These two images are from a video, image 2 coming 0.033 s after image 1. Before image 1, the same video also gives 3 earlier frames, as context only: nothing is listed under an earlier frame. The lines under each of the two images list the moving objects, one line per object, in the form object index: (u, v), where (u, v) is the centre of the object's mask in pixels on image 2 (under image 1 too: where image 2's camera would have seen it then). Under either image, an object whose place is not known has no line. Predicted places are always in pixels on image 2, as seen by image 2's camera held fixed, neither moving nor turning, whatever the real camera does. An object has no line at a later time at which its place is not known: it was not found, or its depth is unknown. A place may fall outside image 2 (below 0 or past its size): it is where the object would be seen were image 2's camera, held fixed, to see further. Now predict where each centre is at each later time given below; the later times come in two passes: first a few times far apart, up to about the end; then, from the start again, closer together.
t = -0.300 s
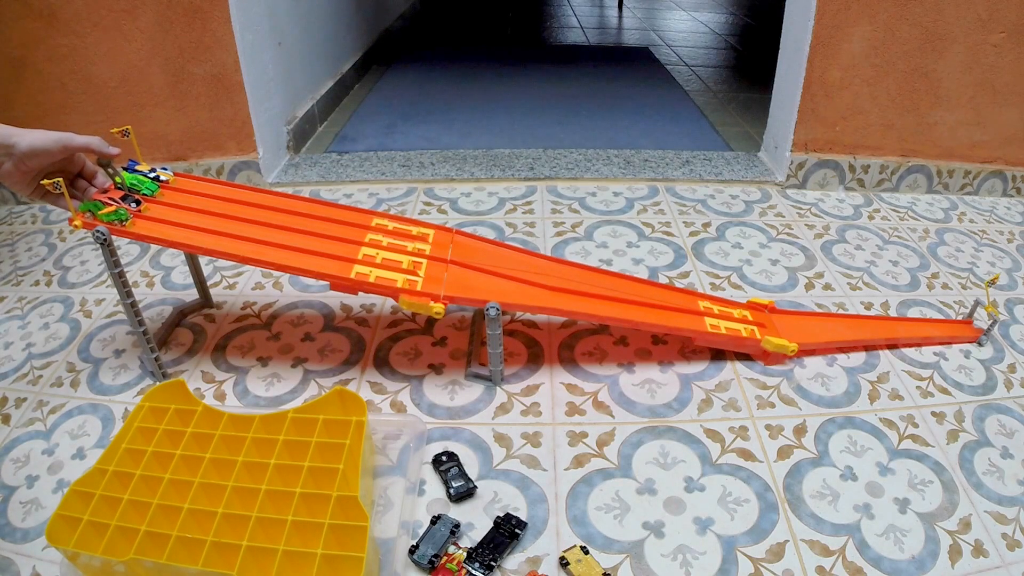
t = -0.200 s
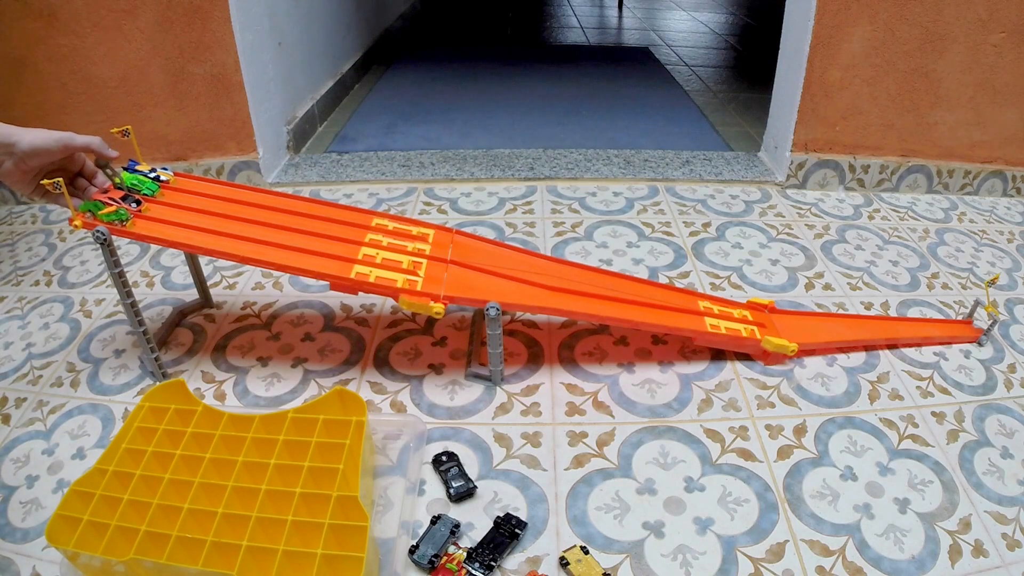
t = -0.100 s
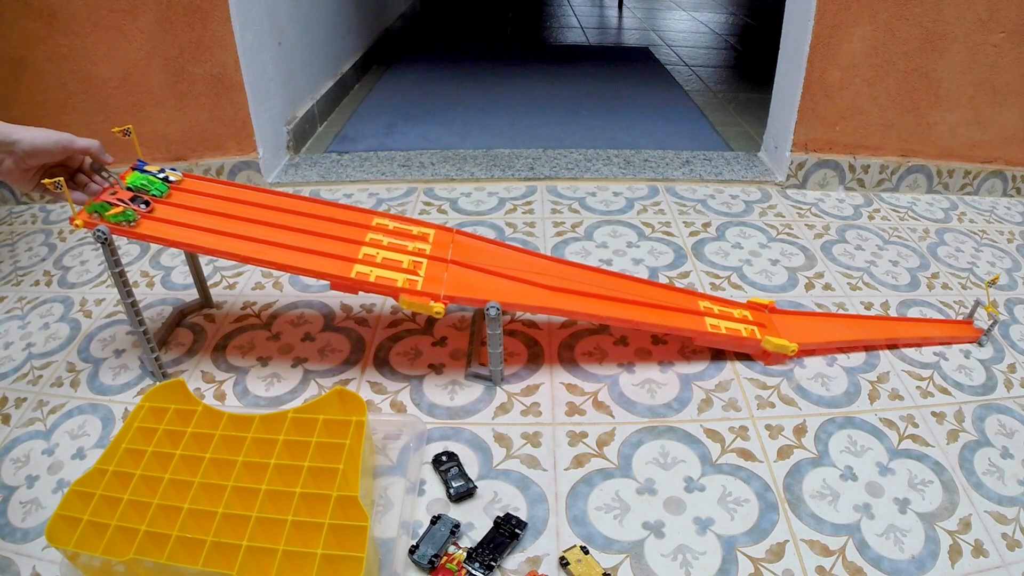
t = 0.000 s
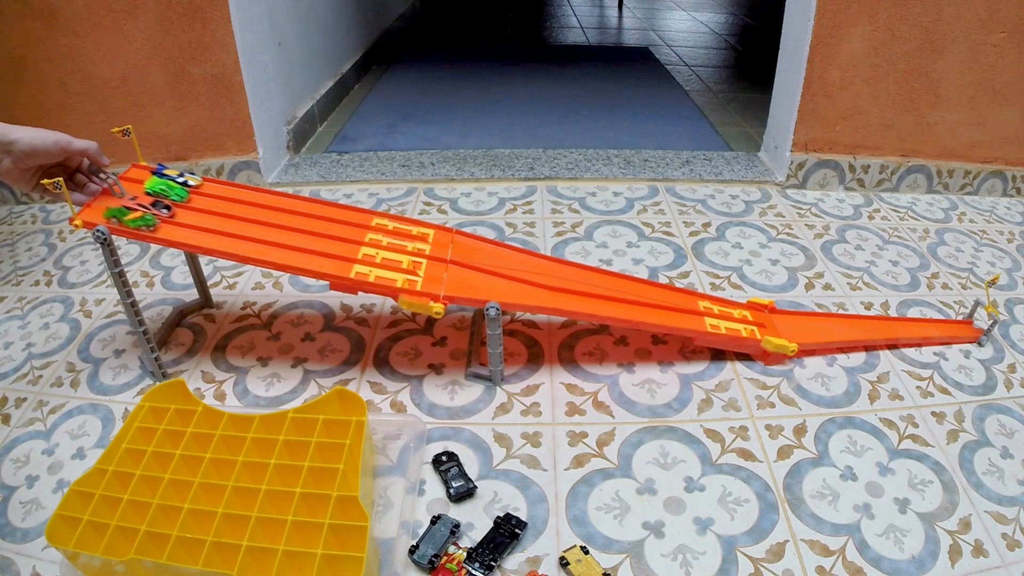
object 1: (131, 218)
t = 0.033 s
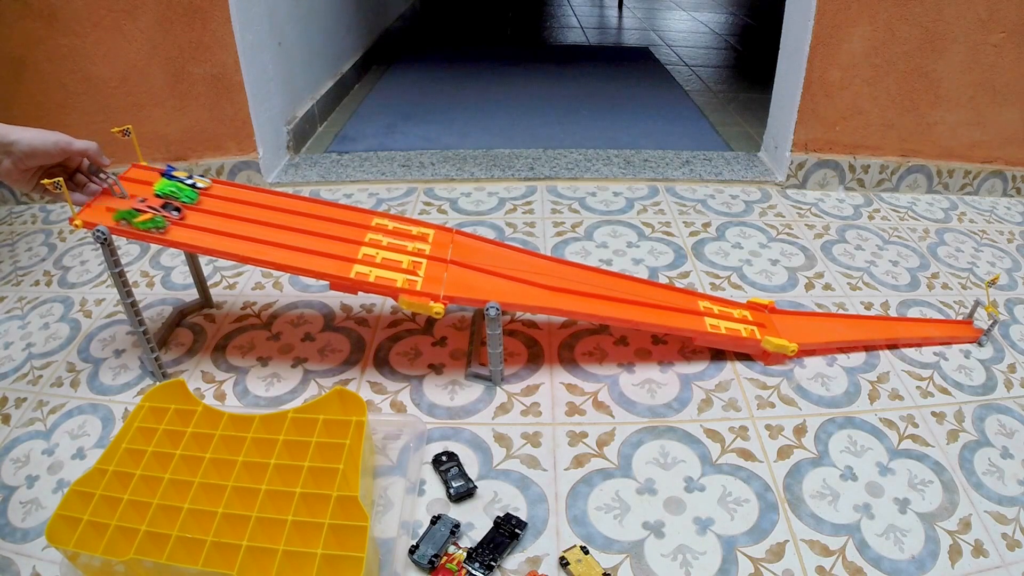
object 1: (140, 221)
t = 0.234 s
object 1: (235, 240)
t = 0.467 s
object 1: (431, 268)
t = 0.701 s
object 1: (648, 453)
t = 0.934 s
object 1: (842, 485)
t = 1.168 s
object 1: (966, 517)
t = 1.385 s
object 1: (1008, 524)
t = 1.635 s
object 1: (1006, 525)
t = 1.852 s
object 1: (1006, 525)
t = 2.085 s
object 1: (1006, 525)
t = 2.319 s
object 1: (1006, 525)
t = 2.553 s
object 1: (1006, 525)
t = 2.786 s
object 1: (1006, 525)
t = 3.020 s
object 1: (1006, 525)
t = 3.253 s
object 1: (1006, 525)
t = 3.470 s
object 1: (1006, 525)
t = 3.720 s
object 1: (1006, 525)
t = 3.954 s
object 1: (1006, 525)
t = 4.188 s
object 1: (1006, 525)
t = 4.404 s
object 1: (1006, 525)
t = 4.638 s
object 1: (1006, 525)
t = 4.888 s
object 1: (1006, 525)
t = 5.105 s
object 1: (1006, 525)
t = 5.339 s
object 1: (1006, 525)
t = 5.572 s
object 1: (1006, 525)
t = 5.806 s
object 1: (1006, 525)
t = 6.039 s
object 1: (1006, 525)
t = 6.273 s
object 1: (1006, 525)
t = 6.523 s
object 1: (1006, 525)
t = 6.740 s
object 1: (1006, 525)
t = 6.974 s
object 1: (1006, 525)
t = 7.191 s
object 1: (1006, 525)
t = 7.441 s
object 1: (1006, 525)
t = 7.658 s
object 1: (1006, 525)
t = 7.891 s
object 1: (1006, 525)
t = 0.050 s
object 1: (146, 222)
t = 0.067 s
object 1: (152, 223)
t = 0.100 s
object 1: (164, 225)
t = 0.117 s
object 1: (172, 227)
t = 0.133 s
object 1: (179, 228)
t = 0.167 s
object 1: (196, 232)
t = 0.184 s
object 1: (206, 233)
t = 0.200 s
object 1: (215, 236)
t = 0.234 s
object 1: (235, 240)
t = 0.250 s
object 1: (246, 242)
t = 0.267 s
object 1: (258, 244)
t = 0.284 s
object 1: (270, 247)
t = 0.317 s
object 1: (296, 252)
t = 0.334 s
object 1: (309, 255)
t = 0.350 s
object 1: (324, 258)
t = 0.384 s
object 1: (354, 264)
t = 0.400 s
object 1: (368, 268)
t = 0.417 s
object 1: (384, 271)
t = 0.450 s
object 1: (415, 268)
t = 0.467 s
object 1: (431, 268)
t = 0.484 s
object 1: (446, 269)
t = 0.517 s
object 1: (478, 278)
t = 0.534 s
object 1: (494, 287)
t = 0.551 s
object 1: (512, 297)
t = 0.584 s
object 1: (546, 327)
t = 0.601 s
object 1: (562, 342)
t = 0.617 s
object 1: (578, 358)
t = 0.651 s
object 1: (613, 403)
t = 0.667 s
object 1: (629, 424)
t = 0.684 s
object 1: (637, 432)
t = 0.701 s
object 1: (648, 453)
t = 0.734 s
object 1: (680, 451)
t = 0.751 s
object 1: (698, 446)
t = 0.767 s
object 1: (714, 446)
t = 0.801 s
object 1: (743, 453)
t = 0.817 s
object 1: (757, 458)
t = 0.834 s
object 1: (772, 459)
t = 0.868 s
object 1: (795, 470)
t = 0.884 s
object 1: (808, 477)
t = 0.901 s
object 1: (819, 482)
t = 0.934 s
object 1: (842, 485)
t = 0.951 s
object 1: (855, 489)
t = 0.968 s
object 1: (865, 492)
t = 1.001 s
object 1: (884, 499)
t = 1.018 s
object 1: (893, 500)
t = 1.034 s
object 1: (904, 502)
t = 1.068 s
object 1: (922, 504)
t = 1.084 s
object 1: (928, 506)
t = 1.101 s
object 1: (940, 509)
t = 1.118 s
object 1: (947, 511)
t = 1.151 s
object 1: (960, 515)
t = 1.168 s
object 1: (966, 517)
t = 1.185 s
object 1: (972, 518)
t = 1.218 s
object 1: (985, 522)
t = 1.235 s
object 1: (989, 523)
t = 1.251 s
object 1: (995, 524)
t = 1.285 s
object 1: (1002, 526)
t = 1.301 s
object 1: (1005, 526)
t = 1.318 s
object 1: (1006, 526)
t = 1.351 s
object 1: (1007, 525)
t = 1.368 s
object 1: (1008, 524)
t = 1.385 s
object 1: (1008, 524)
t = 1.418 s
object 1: (1008, 524)
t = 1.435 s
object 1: (1008, 525)
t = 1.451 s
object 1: (1007, 524)
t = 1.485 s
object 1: (1006, 524)
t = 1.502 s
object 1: (1006, 525)
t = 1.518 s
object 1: (1006, 525)
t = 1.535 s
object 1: (1006, 525)
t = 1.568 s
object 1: (1006, 525)
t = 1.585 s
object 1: (1006, 525)
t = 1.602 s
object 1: (1006, 525)
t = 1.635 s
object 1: (1006, 525)
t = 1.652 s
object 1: (1006, 525)
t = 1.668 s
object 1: (1006, 525)
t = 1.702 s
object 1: (1006, 525)
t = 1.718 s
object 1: (1006, 525)
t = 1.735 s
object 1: (1006, 525)
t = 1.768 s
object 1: (1006, 525)
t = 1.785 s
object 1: (1006, 525)
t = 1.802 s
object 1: (1006, 525)
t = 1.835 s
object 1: (1006, 525)
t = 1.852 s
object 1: (1006, 525)
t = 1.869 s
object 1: (1006, 525)
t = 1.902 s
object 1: (1006, 525)
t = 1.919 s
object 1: (1006, 525)
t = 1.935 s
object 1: (1006, 525)
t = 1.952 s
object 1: (1006, 525)
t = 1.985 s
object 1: (1006, 525)
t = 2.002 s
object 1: (1006, 525)
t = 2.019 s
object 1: (1006, 525)
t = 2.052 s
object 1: (1006, 525)
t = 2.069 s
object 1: (1006, 525)
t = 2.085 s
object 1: (1006, 525)
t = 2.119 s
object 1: (1006, 525)
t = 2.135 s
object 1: (1006, 525)
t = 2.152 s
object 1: (1006, 525)
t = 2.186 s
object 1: (1006, 525)
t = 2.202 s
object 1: (1006, 525)
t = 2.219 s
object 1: (1006, 525)
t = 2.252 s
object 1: (1006, 525)
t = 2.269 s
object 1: (1006, 525)
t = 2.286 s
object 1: (1006, 525)
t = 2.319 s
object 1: (1006, 525)
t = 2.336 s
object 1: (1006, 525)
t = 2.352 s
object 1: (1006, 525)
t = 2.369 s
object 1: (1006, 525)
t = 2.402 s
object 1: (1006, 525)
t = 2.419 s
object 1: (1006, 525)
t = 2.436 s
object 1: (1006, 525)
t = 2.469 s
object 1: (1006, 525)
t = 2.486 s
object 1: (1006, 525)
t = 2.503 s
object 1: (1006, 525)
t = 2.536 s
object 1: (1006, 525)
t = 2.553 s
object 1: (1006, 525)
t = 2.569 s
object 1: (1006, 525)
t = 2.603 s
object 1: (1006, 525)
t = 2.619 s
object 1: (1006, 525)
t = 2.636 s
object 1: (1006, 525)
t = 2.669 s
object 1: (1006, 525)
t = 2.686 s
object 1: (1006, 525)
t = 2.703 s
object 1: (1006, 525)
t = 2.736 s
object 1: (1006, 525)
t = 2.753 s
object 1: (1006, 525)
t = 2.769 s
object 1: (1006, 525)
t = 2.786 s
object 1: (1006, 525)
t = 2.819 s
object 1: (1006, 525)
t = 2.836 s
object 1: (1006, 525)
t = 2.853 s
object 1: (1006, 525)
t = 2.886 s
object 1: (1006, 525)
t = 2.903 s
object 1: (1006, 525)
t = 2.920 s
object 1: (1006, 525)
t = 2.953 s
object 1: (1006, 525)
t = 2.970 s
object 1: (1006, 525)
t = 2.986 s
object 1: (1006, 525)
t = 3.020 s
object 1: (1006, 525)
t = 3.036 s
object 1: (1006, 525)
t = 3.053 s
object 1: (1006, 525)
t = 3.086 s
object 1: (1006, 525)
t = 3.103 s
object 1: (1006, 525)
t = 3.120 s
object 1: (1006, 525)
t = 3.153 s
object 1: (1006, 525)
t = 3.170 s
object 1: (1006, 525)
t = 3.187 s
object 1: (1006, 525)
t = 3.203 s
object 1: (1006, 525)
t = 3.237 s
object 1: (1006, 525)
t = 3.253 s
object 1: (1006, 525)
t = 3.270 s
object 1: (1006, 525)
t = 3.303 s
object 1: (1006, 525)
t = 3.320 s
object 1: (1006, 525)
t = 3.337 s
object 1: (1006, 525)
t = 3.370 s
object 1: (1006, 525)
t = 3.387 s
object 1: (1006, 525)
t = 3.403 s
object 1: (1006, 525)
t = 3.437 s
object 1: (1006, 525)
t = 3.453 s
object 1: (1006, 525)
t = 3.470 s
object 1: (1006, 525)
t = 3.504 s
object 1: (1006, 525)
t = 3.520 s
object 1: (1006, 525)
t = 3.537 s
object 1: (1006, 525)
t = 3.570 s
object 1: (1006, 525)
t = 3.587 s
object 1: (1006, 525)
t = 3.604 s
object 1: (1006, 525)
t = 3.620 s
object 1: (1006, 525)
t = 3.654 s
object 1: (1006, 525)
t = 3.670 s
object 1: (1006, 525)
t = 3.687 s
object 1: (1006, 525)
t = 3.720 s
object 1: (1006, 525)
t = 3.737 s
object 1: (1006, 525)
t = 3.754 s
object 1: (1006, 525)
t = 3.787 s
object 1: (1006, 525)
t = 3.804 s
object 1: (1006, 525)
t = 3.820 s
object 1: (1006, 525)
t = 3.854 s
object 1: (1006, 525)
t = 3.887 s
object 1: (1006, 525)
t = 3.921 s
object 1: (1006, 525)
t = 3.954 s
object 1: (1006, 525)
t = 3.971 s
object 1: (1006, 525)
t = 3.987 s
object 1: (1006, 525)
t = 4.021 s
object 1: (1006, 525)
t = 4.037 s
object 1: (1006, 525)
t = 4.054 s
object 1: (1006, 525)
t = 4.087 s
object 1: (1006, 525)
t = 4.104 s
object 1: (1006, 525)
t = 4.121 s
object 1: (1006, 525)
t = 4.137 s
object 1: (1006, 525)
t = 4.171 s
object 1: (1006, 525)
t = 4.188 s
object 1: (1006, 525)
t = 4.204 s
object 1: (1006, 525)
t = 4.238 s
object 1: (1006, 525)
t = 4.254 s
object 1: (1006, 525)
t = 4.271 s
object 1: (1006, 525)
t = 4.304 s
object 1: (1006, 525)
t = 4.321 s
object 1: (1006, 525)
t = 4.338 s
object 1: (1006, 525)
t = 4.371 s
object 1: (1006, 525)
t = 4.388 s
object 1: (1006, 525)
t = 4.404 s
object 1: (1006, 525)
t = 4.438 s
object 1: (1006, 525)
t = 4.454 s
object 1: (1006, 525)
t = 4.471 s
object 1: (1006, 525)
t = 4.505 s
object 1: (1006, 525)
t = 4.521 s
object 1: (1006, 525)
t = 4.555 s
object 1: (1006, 525)
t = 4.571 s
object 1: (1006, 525)
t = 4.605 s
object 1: (1006, 525)
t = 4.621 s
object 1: (1006, 525)
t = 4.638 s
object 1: (1006, 525)
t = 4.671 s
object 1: (1006, 525)
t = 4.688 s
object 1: (1006, 525)
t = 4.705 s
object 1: (1006, 525)
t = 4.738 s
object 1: (1006, 525)
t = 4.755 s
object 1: (1006, 525)
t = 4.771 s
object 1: (1006, 525)
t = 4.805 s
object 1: (1006, 525)
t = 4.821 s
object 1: (1006, 525)
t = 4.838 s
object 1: (1006, 525)
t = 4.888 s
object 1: (1006, 525)
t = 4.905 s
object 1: (1006, 525)
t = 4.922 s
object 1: (1006, 525)
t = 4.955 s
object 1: (1006, 525)
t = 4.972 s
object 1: (1006, 525)
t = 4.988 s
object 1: (1006, 525)
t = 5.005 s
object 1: (1006, 525)
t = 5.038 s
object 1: (1006, 525)
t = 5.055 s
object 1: (1006, 525)
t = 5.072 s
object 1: (1006, 525)
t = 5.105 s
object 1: (1006, 525)
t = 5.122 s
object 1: (1006, 525)
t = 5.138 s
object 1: (1006, 525)
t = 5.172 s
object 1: (1006, 525)
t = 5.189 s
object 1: (1006, 525)
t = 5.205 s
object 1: (1006, 525)
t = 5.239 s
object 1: (1006, 525)
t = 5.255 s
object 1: (1006, 525)
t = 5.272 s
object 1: (1006, 525)
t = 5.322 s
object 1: (1006, 525)
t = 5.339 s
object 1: (1006, 525)
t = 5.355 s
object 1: (1006, 525)
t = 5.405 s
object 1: (1006, 525)
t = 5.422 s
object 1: (1006, 525)
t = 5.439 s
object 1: (1006, 525)
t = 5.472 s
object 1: (1006, 525)
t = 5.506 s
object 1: (1006, 525)
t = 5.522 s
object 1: (1006, 525)
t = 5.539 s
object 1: (1006, 525)
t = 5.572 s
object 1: (1006, 525)
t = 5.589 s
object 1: (1006, 525)
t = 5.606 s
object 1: (1006, 525)
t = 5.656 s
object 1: (1006, 525)
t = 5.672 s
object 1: (1006, 525)
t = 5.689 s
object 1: (1006, 525)
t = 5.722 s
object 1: (1006, 525)
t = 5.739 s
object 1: (1006, 525)
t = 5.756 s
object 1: (1006, 525)
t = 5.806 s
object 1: (1006, 525)
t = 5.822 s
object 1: (1006, 525)
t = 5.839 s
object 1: (1006, 525)
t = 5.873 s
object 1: (1006, 525)
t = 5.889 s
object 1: (1006, 525)
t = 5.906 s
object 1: (1006, 525)
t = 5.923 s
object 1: (1006, 525)
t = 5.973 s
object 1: (1006, 525)
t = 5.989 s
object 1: (1006, 525)
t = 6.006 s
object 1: (1006, 525)
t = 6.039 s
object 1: (1006, 525)
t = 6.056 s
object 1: (1006, 525)
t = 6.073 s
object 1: (1006, 525)
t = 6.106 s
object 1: (1006, 525)
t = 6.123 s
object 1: (1006, 525)
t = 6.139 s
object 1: (1006, 525)
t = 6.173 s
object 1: (1006, 525)
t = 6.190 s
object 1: (1006, 525)
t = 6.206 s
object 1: (1006, 525)
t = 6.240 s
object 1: (1006, 525)
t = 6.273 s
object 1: (1006, 525)
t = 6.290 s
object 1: (1006, 525)
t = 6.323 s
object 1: (1006, 525)
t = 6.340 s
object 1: (1006, 525)
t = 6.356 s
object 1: (1006, 525)
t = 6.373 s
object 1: (1006, 525)
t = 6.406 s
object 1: (1006, 525)
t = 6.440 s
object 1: (1006, 525)
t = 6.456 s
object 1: (1006, 525)
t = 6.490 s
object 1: (1006, 525)
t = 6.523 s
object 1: (1006, 525)
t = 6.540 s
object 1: (1006, 525)
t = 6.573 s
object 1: (1006, 525)
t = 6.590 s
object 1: (1006, 525)
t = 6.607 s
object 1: (1006, 525)
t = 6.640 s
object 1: (1006, 525)
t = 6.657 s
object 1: (1006, 525)
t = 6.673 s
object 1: (1006, 525)
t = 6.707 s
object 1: (1006, 525)
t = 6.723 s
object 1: (1006, 525)
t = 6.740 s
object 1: (1006, 525)
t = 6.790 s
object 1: (1006, 525)
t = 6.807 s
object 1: (1006, 525)
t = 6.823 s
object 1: (1006, 525)
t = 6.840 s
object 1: (1006, 525)
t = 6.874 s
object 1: (1006, 525)
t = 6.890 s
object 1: (1006, 525)
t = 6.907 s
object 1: (1006, 525)
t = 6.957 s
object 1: (1006, 525)
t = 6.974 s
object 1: (1006, 525)
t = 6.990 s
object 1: (1006, 525)
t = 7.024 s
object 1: (1006, 525)
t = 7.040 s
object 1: (1006, 525)
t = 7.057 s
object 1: (1006, 525)
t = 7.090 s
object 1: (1006, 525)
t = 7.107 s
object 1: (1006, 525)
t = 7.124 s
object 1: (1006, 525)
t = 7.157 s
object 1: (1006, 525)
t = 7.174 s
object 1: (1006, 525)
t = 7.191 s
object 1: (1006, 525)
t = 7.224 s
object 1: (1006, 525)
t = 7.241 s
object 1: (1006, 525)
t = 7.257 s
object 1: (1006, 525)
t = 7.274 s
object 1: (1006, 525)
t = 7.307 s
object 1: (1006, 525)
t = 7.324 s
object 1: (1006, 525)
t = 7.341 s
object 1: (1006, 525)
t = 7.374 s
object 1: (1006, 525)
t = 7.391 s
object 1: (1006, 525)
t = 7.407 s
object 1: (1006, 525)
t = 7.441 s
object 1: (1006, 525)
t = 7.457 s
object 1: (1006, 525)
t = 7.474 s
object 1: (1006, 525)
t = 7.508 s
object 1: (1006, 525)
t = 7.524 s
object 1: (1006, 525)
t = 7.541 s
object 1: (1006, 525)
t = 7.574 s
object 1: (1006, 525)
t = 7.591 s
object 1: (1006, 525)
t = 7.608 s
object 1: (1006, 525)
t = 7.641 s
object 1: (1006, 525)
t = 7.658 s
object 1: (1006, 525)
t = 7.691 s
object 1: (1006, 525)
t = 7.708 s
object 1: (1006, 525)
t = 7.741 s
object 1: (1006, 525)
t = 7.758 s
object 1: (1006, 525)
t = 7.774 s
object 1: (1006, 525)
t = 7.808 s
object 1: (1006, 525)
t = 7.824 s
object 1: (1006, 525)
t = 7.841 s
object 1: (1006, 525)
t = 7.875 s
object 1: (1006, 525)
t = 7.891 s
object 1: (1006, 525)
